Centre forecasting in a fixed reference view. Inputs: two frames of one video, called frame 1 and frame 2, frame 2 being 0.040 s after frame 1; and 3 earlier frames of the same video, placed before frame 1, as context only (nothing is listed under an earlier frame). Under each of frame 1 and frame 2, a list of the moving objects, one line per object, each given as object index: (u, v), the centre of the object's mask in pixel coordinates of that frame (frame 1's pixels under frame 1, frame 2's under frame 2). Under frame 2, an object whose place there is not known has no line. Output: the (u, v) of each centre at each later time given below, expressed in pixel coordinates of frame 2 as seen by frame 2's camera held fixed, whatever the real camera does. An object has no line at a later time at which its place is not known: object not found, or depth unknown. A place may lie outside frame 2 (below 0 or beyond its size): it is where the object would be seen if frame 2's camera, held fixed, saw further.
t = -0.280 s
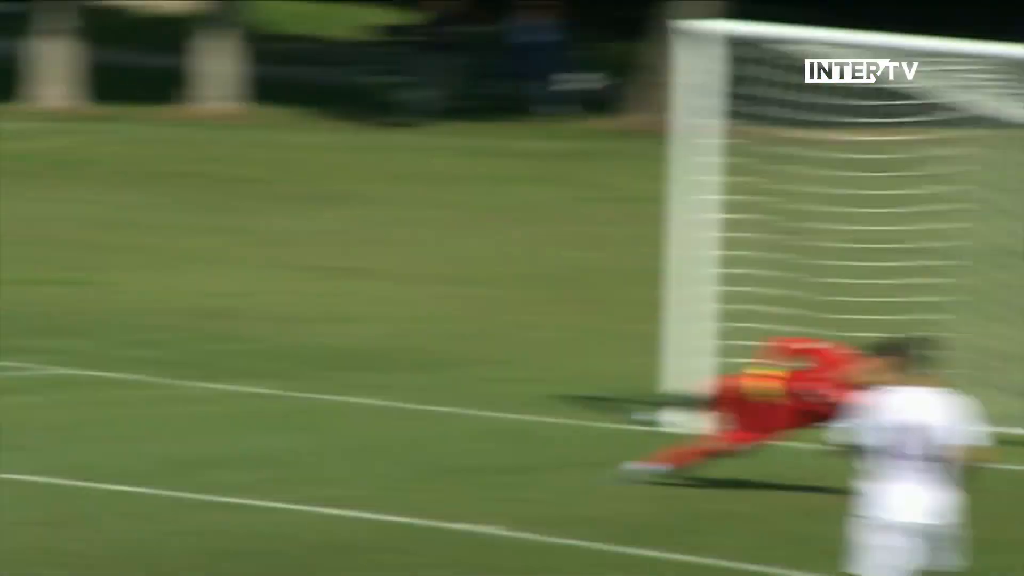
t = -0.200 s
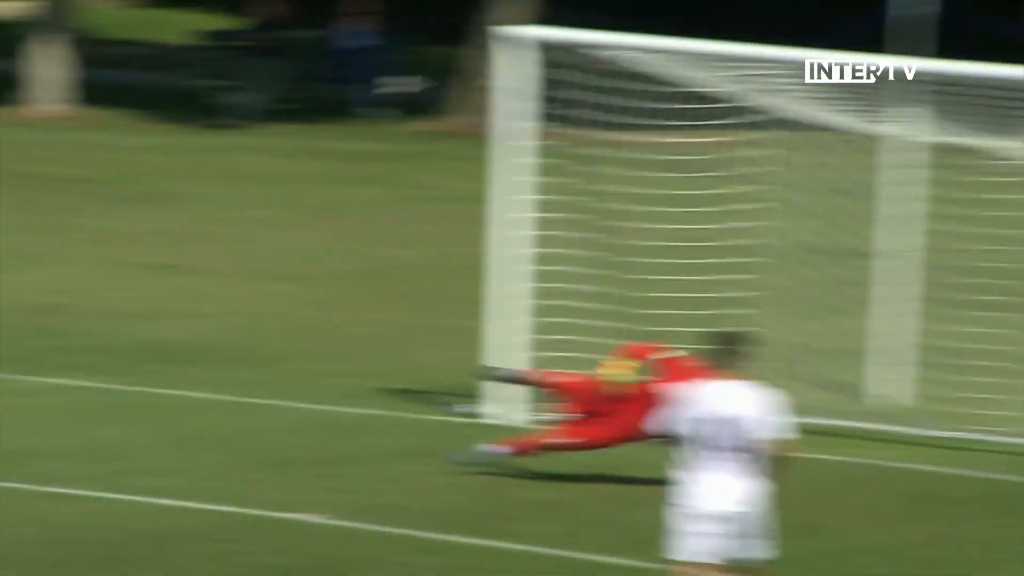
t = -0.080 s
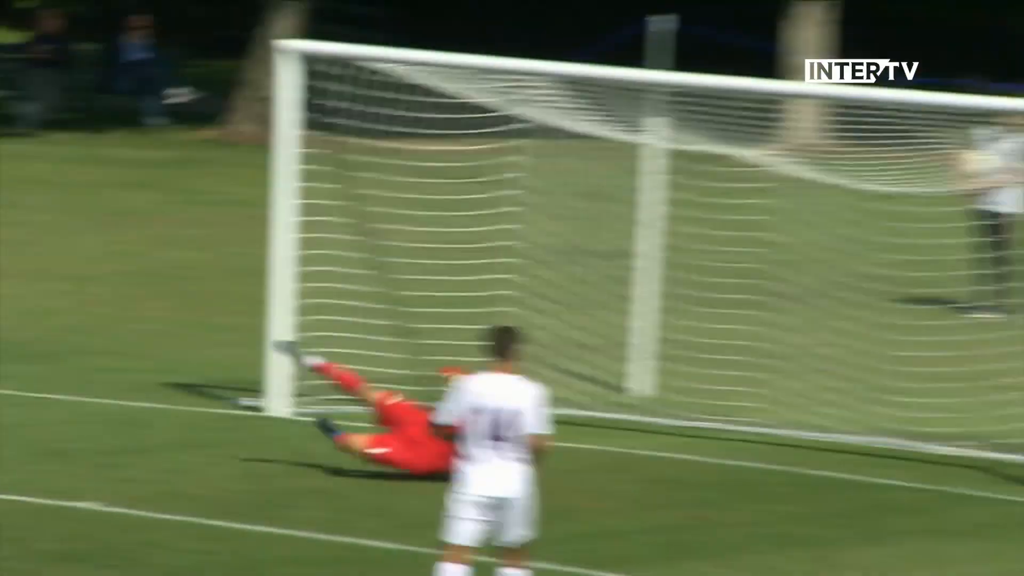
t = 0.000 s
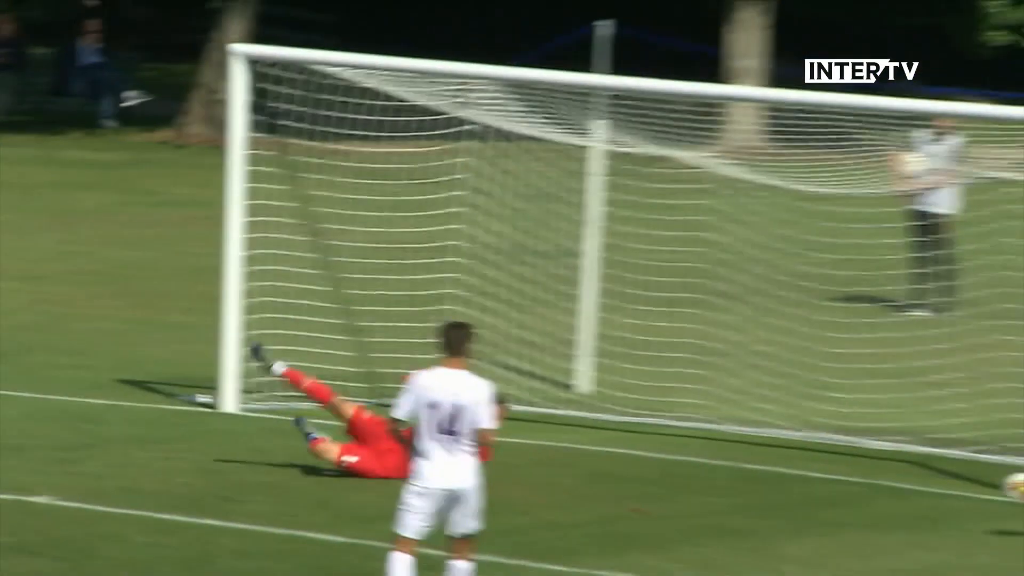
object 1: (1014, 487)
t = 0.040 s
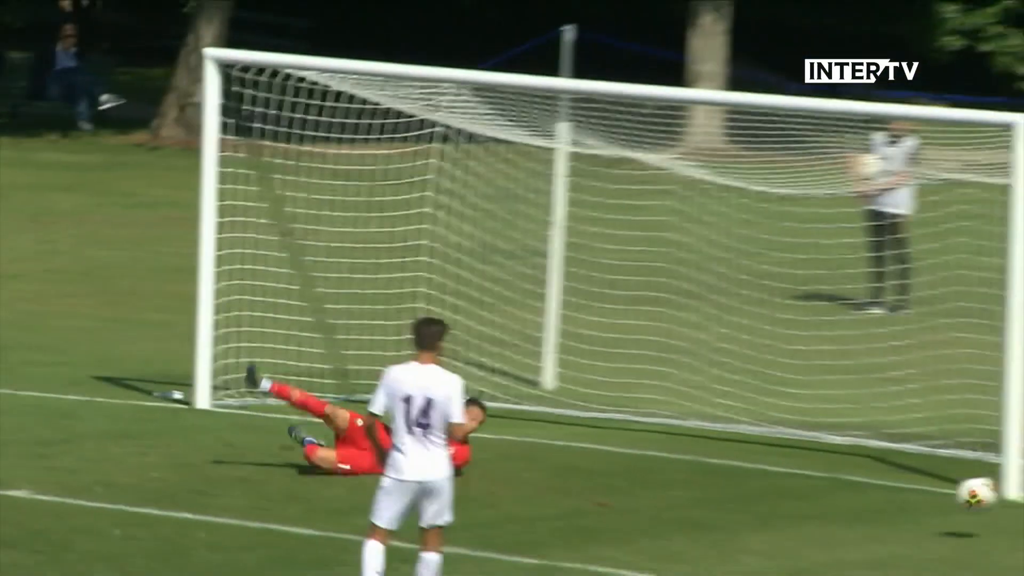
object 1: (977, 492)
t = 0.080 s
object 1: (976, 500)
